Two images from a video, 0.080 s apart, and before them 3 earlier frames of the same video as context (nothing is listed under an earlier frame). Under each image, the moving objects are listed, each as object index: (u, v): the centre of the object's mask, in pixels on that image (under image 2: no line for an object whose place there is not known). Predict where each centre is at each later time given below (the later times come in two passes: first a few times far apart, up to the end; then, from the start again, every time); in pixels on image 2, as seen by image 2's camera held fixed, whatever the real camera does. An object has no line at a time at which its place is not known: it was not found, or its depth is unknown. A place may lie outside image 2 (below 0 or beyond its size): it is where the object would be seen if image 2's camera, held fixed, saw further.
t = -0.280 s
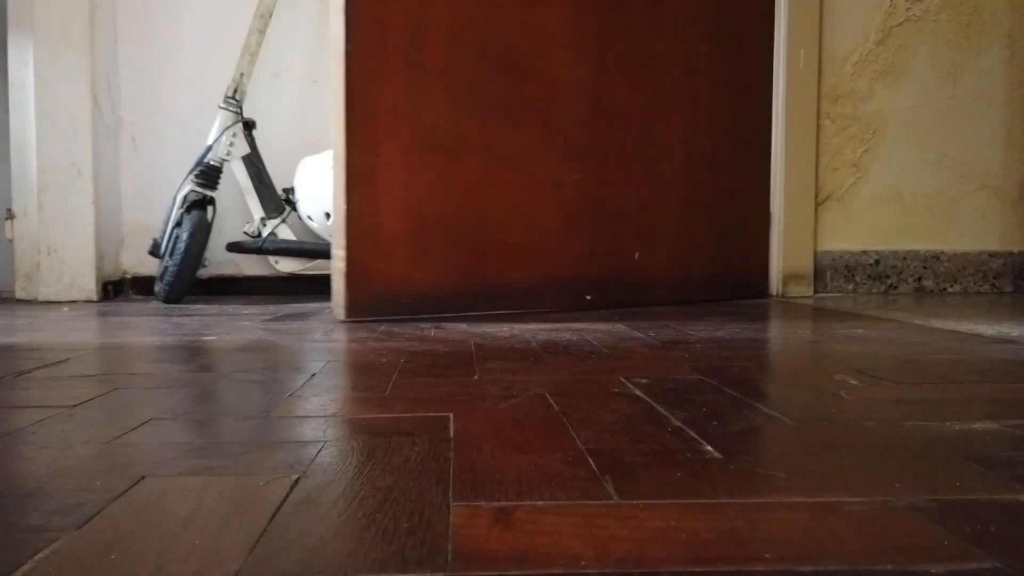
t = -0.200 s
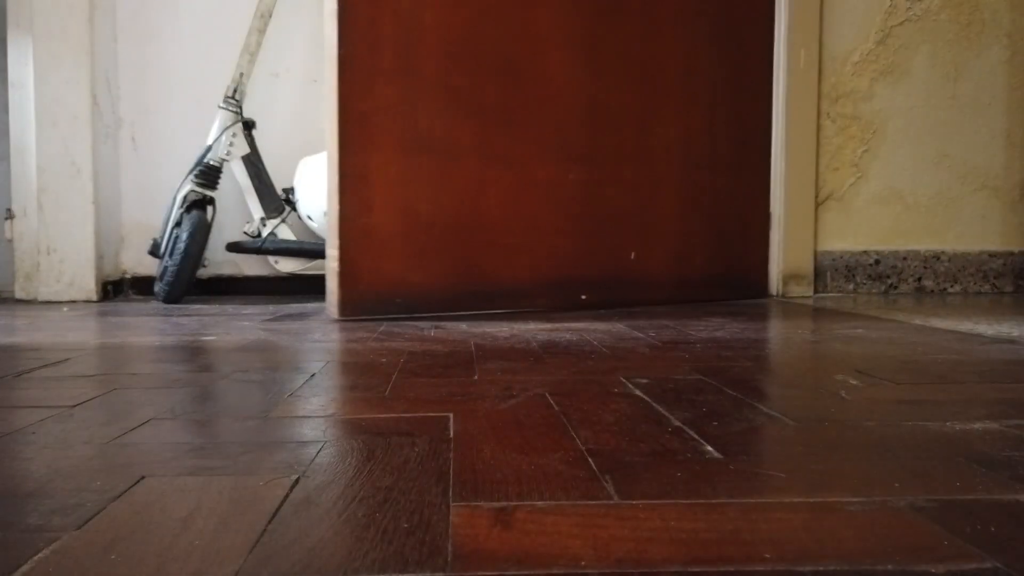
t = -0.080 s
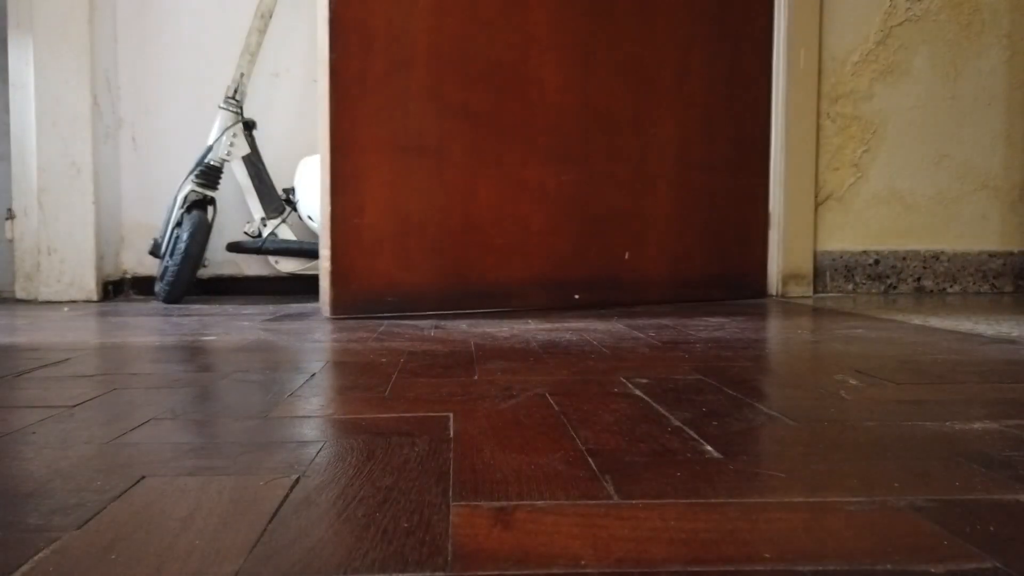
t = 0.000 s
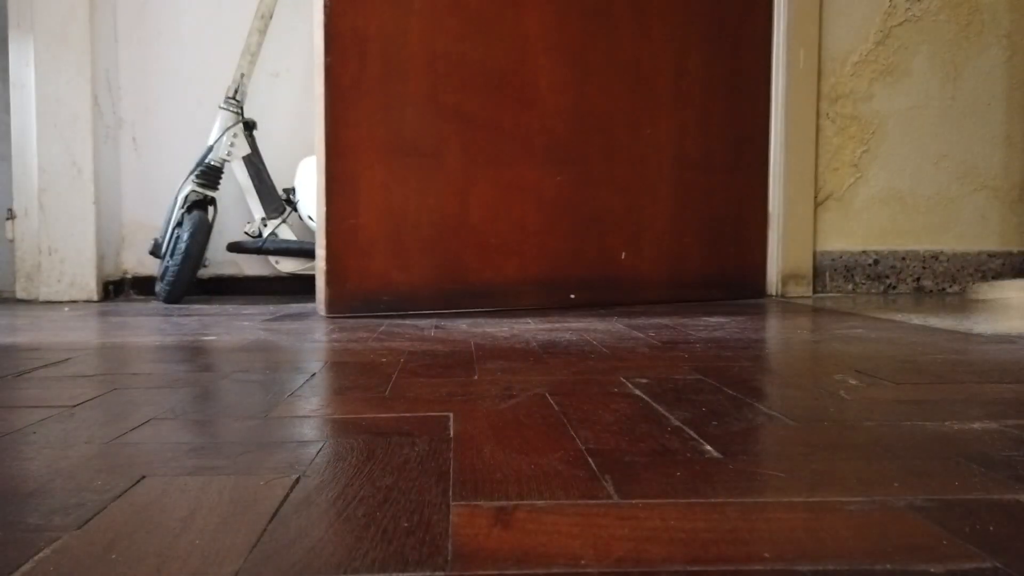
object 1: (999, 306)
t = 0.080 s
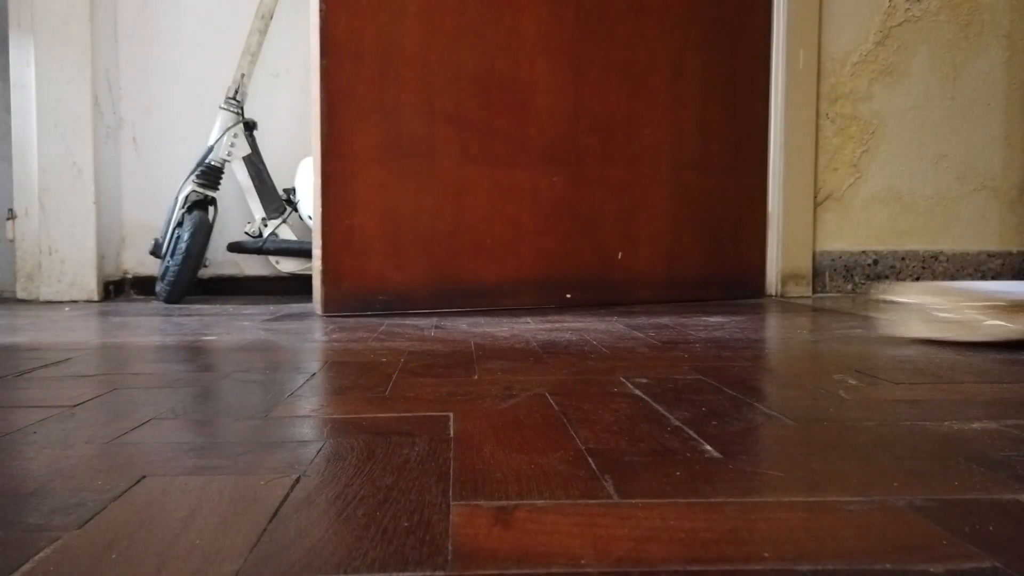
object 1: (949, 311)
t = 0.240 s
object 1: (818, 319)
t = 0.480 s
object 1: (585, 332)
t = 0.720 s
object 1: (488, 339)
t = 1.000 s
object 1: (508, 341)
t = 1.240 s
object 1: (508, 341)
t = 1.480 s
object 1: (508, 341)
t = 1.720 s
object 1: (508, 341)
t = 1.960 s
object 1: (508, 341)
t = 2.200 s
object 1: (508, 341)
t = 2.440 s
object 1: (508, 341)
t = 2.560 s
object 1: (508, 341)
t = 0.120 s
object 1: (925, 311)
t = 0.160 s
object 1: (900, 315)
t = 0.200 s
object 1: (867, 316)
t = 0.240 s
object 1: (818, 319)
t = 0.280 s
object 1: (773, 321)
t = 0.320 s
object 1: (731, 324)
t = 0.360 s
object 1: (691, 327)
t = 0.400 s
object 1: (656, 328)
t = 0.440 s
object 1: (618, 330)
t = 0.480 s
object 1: (585, 332)
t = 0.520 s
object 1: (557, 333)
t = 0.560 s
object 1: (532, 334)
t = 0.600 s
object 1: (513, 336)
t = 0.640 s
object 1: (500, 337)
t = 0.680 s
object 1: (492, 338)
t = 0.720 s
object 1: (488, 339)
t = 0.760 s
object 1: (489, 341)
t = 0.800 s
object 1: (495, 342)
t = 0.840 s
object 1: (502, 342)
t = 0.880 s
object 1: (505, 342)
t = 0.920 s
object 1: (506, 341)
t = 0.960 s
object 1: (507, 341)
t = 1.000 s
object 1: (508, 341)
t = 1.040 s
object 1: (508, 341)
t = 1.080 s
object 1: (508, 341)
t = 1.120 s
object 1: (508, 341)
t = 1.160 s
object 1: (508, 341)
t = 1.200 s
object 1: (508, 341)
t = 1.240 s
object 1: (508, 341)
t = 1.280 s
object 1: (508, 341)
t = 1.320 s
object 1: (508, 341)
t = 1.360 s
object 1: (508, 341)
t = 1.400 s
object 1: (508, 341)
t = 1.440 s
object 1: (508, 341)
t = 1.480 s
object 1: (508, 341)
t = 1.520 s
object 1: (508, 341)
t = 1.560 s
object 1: (508, 341)
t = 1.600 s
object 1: (508, 341)
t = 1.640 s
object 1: (508, 341)
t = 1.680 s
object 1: (508, 341)
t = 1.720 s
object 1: (508, 341)
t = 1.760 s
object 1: (508, 341)
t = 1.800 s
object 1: (508, 341)
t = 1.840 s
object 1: (508, 341)
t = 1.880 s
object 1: (508, 341)
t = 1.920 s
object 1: (508, 341)
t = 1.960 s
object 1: (508, 341)
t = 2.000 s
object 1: (508, 341)
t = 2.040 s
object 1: (508, 341)
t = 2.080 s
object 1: (508, 341)
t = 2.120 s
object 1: (508, 341)
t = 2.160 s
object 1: (508, 341)
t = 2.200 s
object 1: (508, 341)
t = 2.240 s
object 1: (508, 341)
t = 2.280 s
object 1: (508, 341)
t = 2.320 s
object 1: (508, 341)
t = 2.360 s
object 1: (508, 341)
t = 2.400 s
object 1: (508, 341)
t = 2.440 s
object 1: (508, 341)
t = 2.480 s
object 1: (508, 341)
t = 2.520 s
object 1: (508, 341)
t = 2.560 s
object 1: (508, 341)
